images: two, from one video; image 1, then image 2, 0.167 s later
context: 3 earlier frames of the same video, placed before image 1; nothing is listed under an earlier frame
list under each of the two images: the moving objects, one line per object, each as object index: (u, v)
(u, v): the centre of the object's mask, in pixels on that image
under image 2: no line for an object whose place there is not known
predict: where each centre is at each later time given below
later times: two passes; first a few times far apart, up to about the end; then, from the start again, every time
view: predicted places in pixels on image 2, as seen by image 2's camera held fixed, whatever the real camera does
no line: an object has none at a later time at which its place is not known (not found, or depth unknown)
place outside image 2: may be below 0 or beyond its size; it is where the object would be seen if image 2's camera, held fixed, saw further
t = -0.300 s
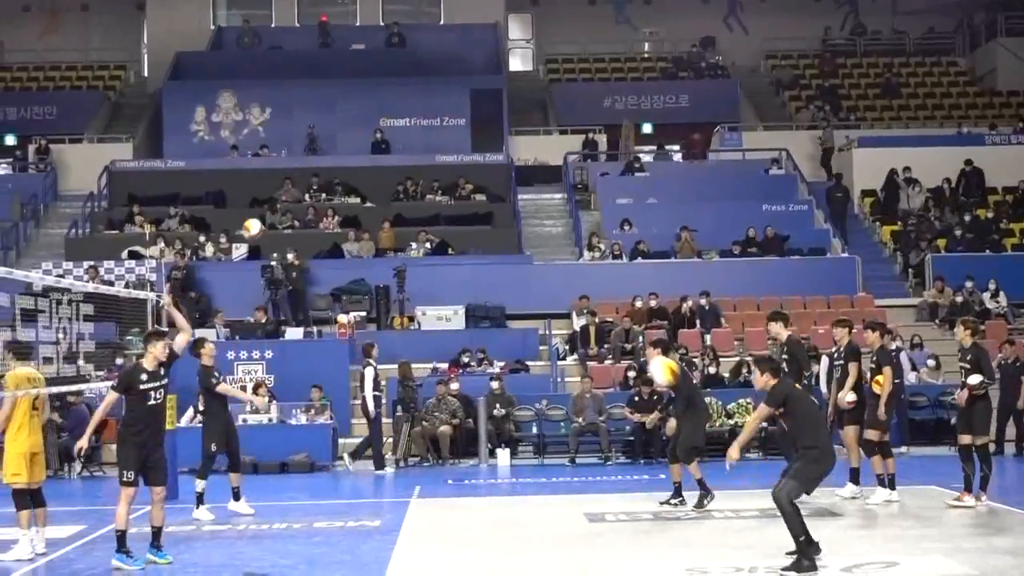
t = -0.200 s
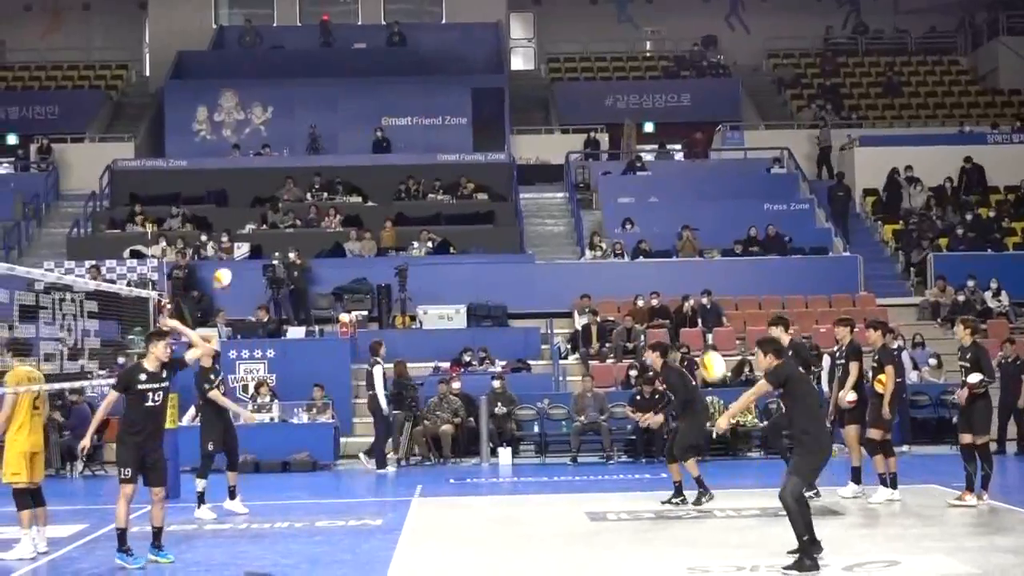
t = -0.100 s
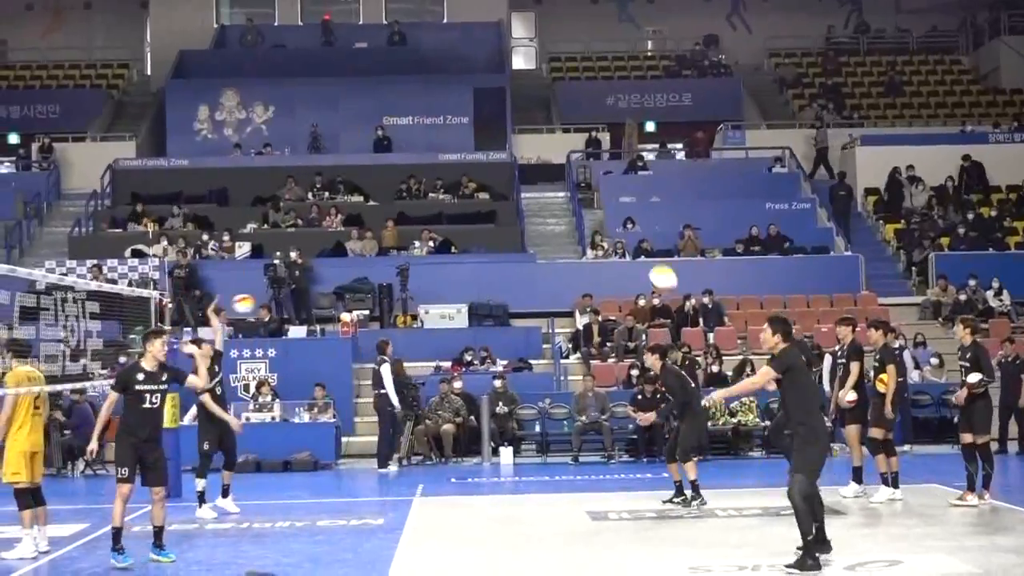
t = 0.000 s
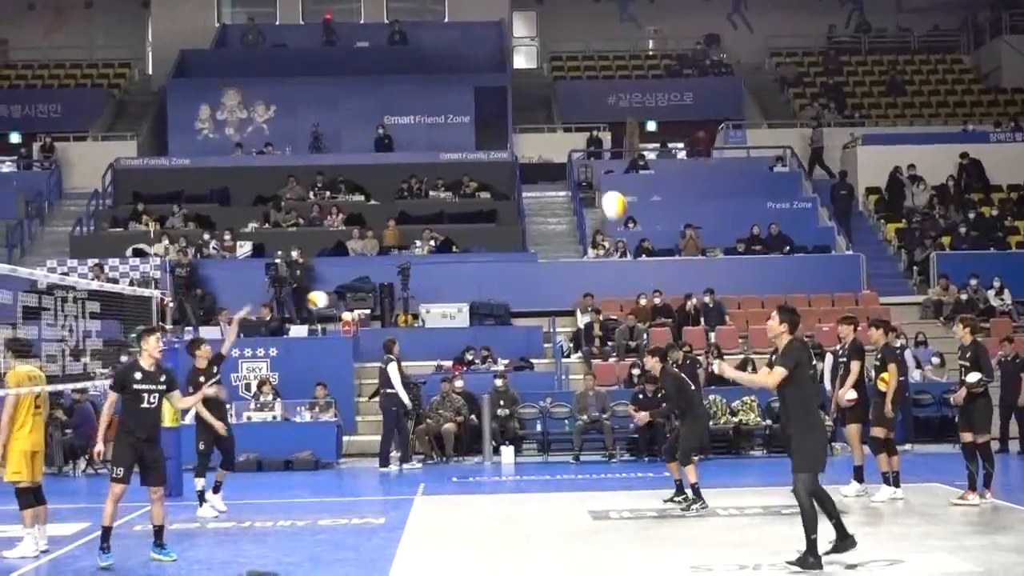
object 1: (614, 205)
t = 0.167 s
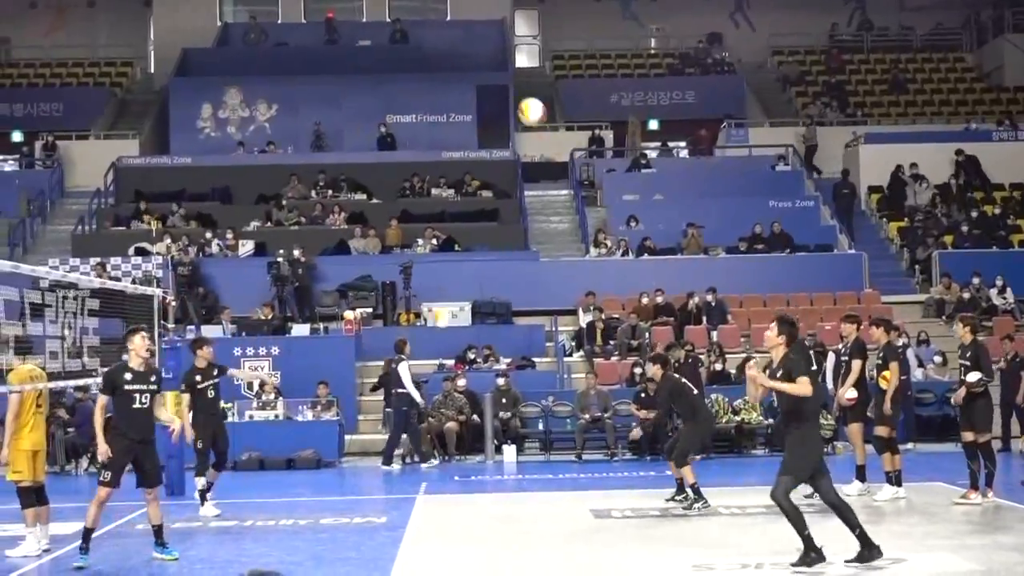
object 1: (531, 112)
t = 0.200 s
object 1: (515, 98)
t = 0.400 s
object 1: (420, 42)
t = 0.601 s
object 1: (326, 35)
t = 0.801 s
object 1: (235, 78)
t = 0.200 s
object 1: (515, 98)
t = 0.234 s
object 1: (499, 84)
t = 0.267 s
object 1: (483, 73)
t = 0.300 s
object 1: (467, 63)
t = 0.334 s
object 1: (451, 55)
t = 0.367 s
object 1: (435, 48)
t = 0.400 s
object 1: (420, 42)
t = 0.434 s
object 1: (404, 38)
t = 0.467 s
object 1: (387, 35)
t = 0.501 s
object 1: (372, 33)
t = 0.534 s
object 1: (357, 33)
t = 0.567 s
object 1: (341, 33)
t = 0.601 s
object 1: (326, 35)
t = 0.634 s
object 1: (311, 39)
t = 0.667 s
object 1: (296, 44)
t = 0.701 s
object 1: (280, 50)
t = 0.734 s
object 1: (265, 58)
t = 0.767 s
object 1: (250, 68)
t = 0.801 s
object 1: (235, 78)
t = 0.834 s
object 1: (220, 89)
